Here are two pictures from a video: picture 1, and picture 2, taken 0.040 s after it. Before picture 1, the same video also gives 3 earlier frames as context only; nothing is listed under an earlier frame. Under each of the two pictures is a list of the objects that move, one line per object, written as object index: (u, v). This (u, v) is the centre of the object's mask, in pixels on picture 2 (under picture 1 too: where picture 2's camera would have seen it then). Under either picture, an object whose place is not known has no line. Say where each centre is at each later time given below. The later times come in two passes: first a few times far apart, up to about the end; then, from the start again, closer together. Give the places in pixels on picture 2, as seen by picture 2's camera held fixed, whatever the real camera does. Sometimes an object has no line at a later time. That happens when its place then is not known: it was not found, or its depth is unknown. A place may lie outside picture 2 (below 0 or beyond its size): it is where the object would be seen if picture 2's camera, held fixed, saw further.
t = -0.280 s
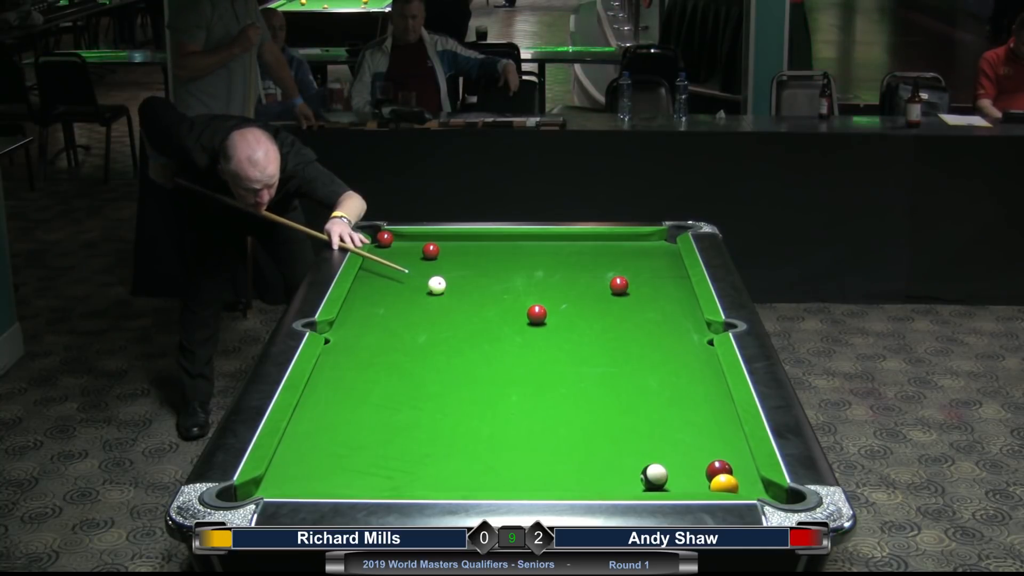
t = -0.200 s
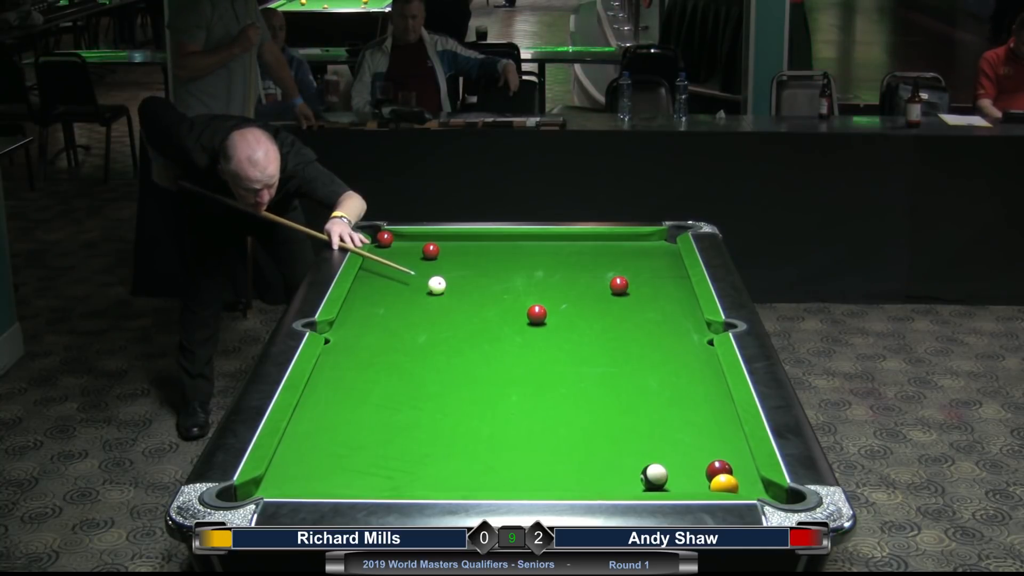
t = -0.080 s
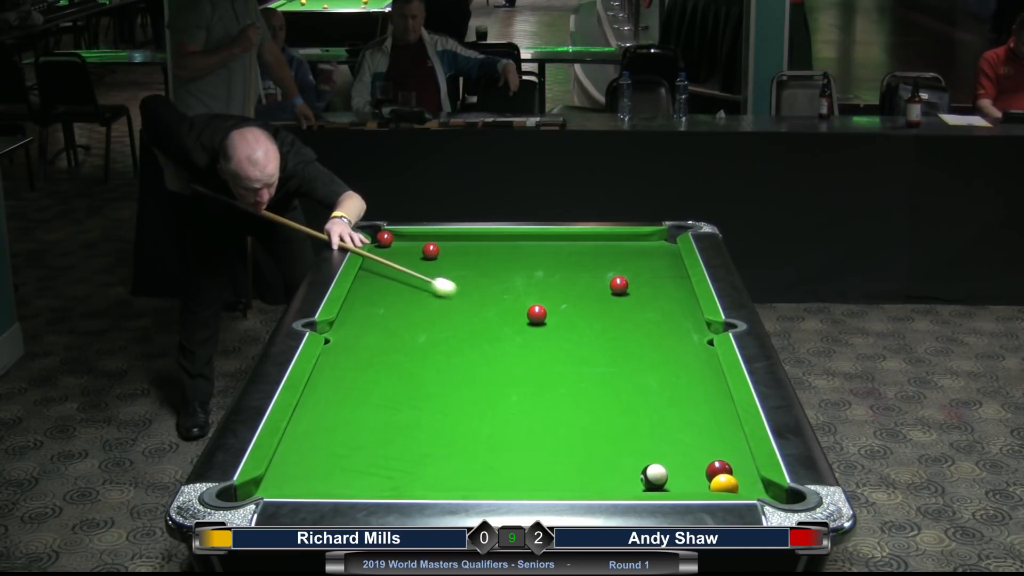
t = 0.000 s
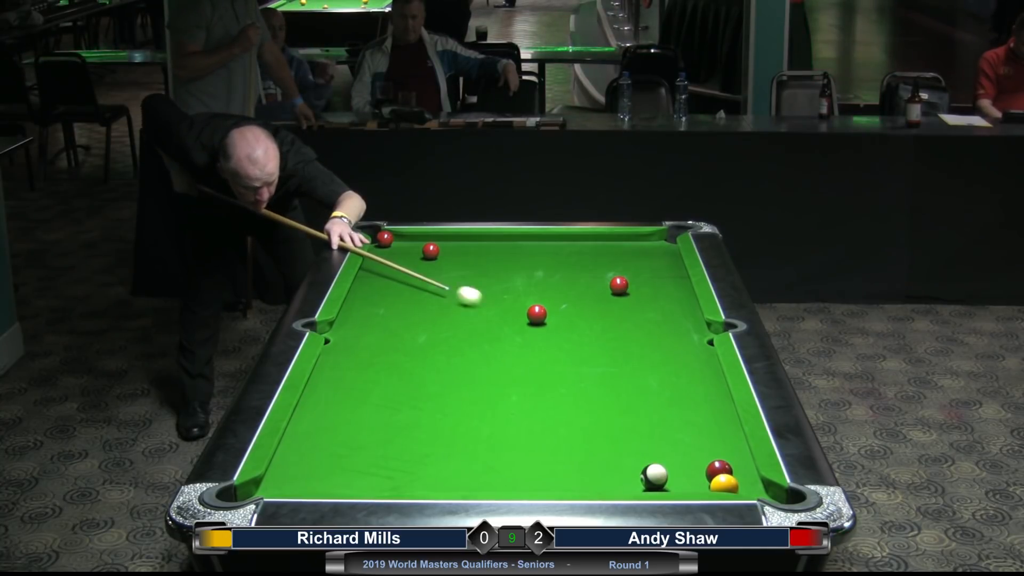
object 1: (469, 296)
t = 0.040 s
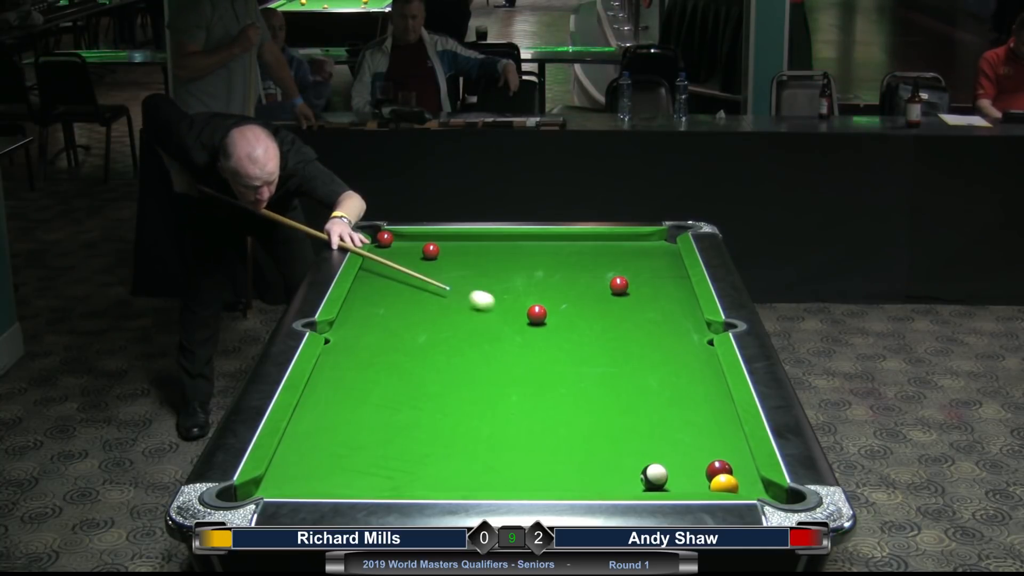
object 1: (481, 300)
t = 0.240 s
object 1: (512, 319)
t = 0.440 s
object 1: (512, 335)
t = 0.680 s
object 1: (511, 355)
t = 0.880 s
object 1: (510, 371)
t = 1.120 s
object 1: (510, 392)
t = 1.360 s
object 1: (510, 413)
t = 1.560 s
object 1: (510, 431)
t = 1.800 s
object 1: (510, 453)
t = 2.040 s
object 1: (510, 474)
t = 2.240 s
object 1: (510, 486)
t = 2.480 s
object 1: (512, 479)
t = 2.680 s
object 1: (513, 470)
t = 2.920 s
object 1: (513, 460)
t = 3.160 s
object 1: (514, 452)
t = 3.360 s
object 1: (515, 446)
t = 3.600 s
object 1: (515, 441)
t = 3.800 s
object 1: (515, 437)
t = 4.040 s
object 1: (515, 435)
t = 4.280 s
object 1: (516, 433)
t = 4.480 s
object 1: (516, 432)
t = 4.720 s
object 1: (516, 432)
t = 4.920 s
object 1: (516, 432)
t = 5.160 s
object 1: (516, 432)
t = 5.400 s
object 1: (516, 432)
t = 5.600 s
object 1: (516, 432)
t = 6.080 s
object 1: (516, 432)
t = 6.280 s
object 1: (516, 432)
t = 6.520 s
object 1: (516, 432)
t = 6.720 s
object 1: (516, 432)
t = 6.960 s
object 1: (516, 432)
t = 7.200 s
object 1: (516, 432)
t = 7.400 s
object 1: (516, 432)
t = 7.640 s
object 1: (516, 432)
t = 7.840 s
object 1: (516, 432)
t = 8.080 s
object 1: (516, 432)
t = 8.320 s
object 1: (516, 432)
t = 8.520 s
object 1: (516, 432)
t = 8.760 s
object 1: (516, 432)
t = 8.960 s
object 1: (516, 432)
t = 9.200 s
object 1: (516, 432)
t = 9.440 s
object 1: (516, 432)
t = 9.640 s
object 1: (516, 432)
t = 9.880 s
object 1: (516, 432)
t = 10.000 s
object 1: (516, 432)
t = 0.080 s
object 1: (494, 305)
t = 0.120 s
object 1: (507, 309)
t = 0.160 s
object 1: (516, 314)
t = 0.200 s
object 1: (514, 316)
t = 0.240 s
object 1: (512, 319)
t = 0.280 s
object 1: (512, 323)
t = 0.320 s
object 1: (512, 326)
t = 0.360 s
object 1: (512, 329)
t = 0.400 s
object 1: (512, 332)
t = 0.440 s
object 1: (512, 335)
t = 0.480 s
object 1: (512, 338)
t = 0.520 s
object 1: (512, 342)
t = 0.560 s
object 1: (511, 345)
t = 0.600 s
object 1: (511, 348)
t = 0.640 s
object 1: (511, 352)
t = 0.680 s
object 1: (511, 355)
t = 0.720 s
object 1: (511, 358)
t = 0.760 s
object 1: (511, 361)
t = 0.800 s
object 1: (510, 365)
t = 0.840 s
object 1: (510, 368)
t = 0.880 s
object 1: (510, 371)
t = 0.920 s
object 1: (510, 375)
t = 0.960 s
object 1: (510, 378)
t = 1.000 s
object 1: (510, 382)
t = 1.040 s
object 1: (510, 385)
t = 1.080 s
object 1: (510, 389)
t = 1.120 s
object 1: (510, 392)
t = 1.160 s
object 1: (510, 395)
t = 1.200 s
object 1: (510, 399)
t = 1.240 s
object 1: (510, 402)
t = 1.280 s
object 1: (510, 406)
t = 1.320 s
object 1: (510, 409)
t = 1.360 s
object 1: (510, 413)
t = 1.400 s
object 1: (510, 416)
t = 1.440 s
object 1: (510, 420)
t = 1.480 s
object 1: (510, 424)
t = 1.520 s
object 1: (510, 427)
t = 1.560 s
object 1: (510, 431)
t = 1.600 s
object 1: (510, 435)
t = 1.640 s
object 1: (510, 438)
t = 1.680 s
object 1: (510, 442)
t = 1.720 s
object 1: (510, 445)
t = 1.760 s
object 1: (510, 449)
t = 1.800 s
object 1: (510, 453)
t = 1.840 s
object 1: (510, 456)
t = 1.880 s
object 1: (510, 460)
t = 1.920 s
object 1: (510, 464)
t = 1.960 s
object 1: (510, 467)
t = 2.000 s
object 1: (510, 471)
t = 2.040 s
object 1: (510, 474)
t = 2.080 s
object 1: (510, 478)
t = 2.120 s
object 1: (510, 480)
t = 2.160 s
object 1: (510, 482)
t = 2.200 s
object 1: (510, 484)
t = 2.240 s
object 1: (510, 486)
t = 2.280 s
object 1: (510, 485)
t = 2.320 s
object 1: (511, 484)
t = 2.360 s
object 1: (511, 483)
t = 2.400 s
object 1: (511, 482)
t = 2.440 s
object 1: (511, 480)
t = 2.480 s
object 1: (512, 479)
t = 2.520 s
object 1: (512, 478)
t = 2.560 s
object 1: (512, 476)
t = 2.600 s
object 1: (513, 474)
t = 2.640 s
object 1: (513, 472)
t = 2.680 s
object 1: (513, 470)
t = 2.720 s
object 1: (513, 468)
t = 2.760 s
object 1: (513, 466)
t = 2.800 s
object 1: (514, 465)
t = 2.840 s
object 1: (513, 463)
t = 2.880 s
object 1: (514, 462)
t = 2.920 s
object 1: (513, 460)
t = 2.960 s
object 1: (514, 459)
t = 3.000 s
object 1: (514, 457)
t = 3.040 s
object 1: (514, 456)
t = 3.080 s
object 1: (514, 454)
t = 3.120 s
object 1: (514, 453)
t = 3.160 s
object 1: (514, 452)
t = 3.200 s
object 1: (514, 451)
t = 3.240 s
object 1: (514, 450)
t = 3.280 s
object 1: (514, 449)
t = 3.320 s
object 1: (514, 447)
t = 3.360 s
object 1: (515, 446)
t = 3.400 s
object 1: (514, 445)
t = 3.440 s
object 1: (515, 444)
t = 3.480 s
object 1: (515, 444)
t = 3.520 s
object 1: (515, 443)
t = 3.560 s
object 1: (515, 442)
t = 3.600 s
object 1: (515, 441)
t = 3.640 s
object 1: (515, 440)
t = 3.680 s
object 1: (515, 439)
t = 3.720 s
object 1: (515, 439)
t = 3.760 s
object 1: (515, 438)
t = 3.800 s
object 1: (515, 437)
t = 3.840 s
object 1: (515, 437)
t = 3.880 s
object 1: (515, 436)
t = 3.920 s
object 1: (515, 436)
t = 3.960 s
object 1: (515, 435)
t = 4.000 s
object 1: (515, 435)
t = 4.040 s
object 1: (515, 435)
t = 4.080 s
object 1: (516, 434)
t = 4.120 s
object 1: (516, 434)
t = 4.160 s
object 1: (516, 434)
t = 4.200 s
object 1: (516, 433)
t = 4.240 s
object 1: (516, 433)
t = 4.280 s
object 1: (516, 433)
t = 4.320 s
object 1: (516, 433)
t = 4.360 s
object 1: (516, 433)
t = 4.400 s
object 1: (517, 433)
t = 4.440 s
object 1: (517, 432)
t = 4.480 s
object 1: (516, 432)
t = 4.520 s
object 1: (516, 432)
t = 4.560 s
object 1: (516, 432)
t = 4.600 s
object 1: (516, 432)
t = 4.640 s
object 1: (516, 432)
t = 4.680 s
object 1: (516, 432)
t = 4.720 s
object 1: (516, 432)
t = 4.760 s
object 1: (516, 432)
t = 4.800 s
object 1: (516, 432)
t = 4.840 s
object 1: (516, 432)
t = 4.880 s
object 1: (516, 432)
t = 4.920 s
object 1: (516, 432)
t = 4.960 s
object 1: (516, 432)
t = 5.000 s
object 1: (516, 432)
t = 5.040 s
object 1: (516, 432)
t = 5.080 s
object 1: (516, 432)
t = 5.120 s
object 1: (516, 432)
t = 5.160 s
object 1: (516, 432)
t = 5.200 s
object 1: (516, 432)
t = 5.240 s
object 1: (516, 432)
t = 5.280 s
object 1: (516, 432)
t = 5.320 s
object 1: (516, 432)
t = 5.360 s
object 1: (516, 432)
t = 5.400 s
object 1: (516, 432)
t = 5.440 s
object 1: (516, 432)
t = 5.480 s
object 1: (516, 432)
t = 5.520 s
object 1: (516, 432)
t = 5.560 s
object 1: (516, 432)
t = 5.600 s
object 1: (516, 432)
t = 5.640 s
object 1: (516, 432)
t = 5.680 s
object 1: (517, 432)
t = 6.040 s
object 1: (516, 433)
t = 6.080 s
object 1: (516, 432)
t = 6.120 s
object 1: (516, 432)
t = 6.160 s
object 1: (516, 432)
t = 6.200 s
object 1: (516, 432)
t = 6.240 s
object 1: (516, 432)
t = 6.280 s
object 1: (516, 432)
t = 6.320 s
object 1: (516, 432)
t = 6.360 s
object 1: (516, 432)
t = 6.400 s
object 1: (516, 432)
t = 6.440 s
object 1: (516, 432)
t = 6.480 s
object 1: (516, 432)
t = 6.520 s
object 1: (516, 432)
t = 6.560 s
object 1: (516, 432)
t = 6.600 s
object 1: (516, 432)
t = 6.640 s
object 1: (516, 432)
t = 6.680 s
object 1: (516, 432)
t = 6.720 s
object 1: (516, 432)
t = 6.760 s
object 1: (516, 432)
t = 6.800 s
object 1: (516, 432)
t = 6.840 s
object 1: (516, 432)
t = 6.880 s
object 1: (516, 432)
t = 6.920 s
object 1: (516, 432)
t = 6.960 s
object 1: (516, 432)
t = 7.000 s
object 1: (516, 432)
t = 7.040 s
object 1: (516, 432)
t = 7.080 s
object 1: (516, 432)
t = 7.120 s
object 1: (516, 432)
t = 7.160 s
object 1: (516, 432)
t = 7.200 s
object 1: (516, 432)
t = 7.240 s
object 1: (516, 432)
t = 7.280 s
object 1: (516, 432)
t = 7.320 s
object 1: (516, 432)
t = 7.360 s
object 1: (516, 432)
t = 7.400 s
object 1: (516, 432)
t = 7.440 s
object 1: (516, 432)
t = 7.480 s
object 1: (516, 432)
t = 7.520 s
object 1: (516, 432)
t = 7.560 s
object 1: (516, 432)
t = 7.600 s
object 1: (516, 432)
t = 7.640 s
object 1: (516, 432)
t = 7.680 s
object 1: (516, 432)
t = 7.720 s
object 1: (516, 432)
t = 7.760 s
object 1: (516, 432)
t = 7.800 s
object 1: (516, 432)
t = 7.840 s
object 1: (516, 432)
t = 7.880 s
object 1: (516, 432)
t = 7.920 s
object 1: (516, 432)
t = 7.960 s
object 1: (516, 432)
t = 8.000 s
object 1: (516, 432)
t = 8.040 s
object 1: (516, 432)
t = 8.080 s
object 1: (516, 432)
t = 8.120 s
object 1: (516, 432)
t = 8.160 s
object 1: (516, 432)
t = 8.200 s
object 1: (516, 432)
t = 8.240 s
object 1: (516, 432)
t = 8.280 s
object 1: (516, 432)
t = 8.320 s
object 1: (516, 432)
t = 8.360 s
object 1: (516, 432)
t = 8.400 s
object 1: (516, 432)
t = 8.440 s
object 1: (516, 432)
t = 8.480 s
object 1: (516, 432)
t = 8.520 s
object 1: (516, 432)
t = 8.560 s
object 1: (516, 432)
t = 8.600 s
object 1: (516, 432)
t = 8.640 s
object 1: (516, 432)
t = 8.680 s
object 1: (516, 432)
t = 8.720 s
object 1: (516, 432)
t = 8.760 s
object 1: (516, 432)
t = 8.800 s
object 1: (516, 432)
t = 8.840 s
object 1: (516, 432)
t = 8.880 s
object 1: (516, 432)
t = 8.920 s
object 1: (516, 432)
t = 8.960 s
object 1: (516, 432)
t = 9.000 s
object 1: (516, 432)
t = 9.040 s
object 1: (516, 432)
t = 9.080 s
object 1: (516, 432)
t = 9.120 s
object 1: (516, 432)
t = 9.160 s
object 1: (516, 432)
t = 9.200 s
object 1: (516, 432)
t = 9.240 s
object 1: (516, 432)
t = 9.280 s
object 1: (516, 432)
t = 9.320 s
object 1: (516, 432)
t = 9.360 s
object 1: (516, 432)
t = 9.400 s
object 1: (516, 432)
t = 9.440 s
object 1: (516, 432)
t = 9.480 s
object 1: (516, 432)
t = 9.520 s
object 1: (516, 432)
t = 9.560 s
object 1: (516, 432)
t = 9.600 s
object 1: (516, 432)
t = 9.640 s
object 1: (516, 432)
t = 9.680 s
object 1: (516, 432)
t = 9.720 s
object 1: (516, 432)
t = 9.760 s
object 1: (516, 432)
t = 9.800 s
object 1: (516, 432)
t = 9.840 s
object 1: (516, 432)
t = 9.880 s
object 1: (516, 432)
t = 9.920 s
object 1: (516, 432)
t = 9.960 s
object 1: (516, 432)
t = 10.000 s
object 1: (516, 432)
